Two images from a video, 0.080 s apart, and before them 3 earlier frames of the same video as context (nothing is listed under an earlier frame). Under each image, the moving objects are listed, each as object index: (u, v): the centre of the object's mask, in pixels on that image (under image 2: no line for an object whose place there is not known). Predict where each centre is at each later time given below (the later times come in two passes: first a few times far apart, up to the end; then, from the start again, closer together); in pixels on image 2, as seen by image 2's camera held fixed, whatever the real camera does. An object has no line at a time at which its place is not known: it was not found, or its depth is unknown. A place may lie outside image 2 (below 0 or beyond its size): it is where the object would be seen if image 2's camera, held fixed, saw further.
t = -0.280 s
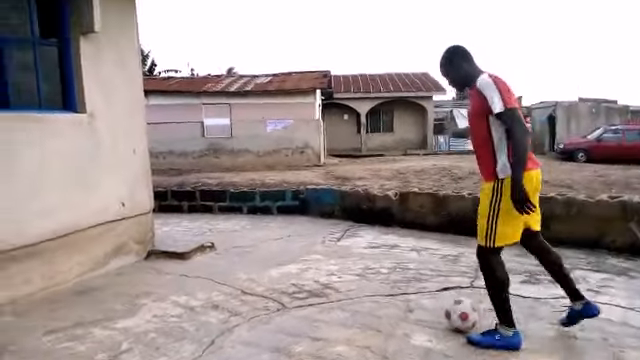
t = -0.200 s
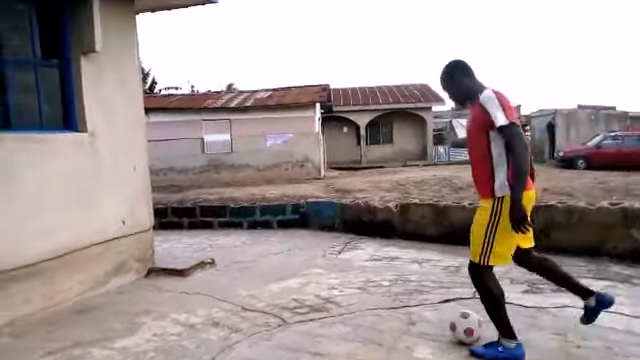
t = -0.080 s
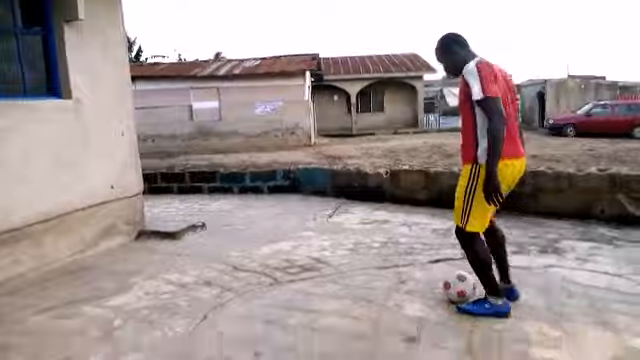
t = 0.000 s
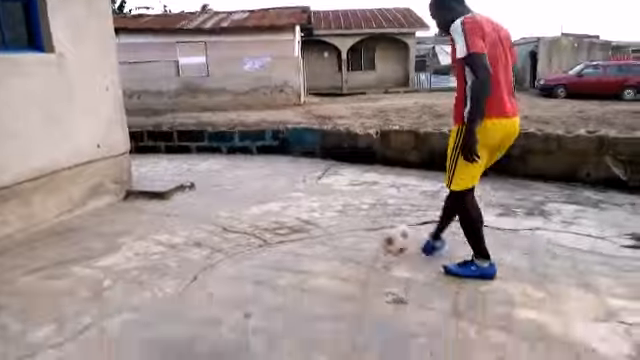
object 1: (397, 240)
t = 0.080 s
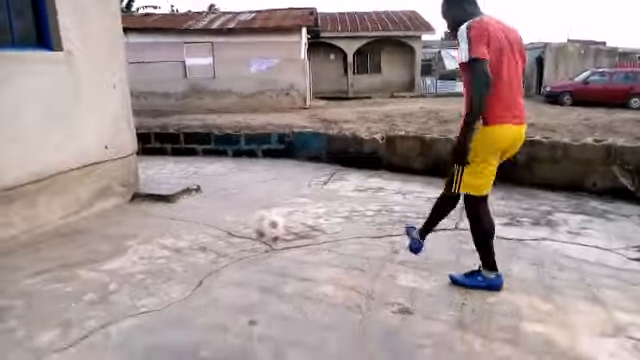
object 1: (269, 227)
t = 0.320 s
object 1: (12, 240)
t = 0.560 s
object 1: (43, 204)
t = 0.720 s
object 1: (85, 216)
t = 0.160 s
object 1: (188, 225)
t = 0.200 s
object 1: (147, 226)
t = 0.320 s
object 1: (12, 240)
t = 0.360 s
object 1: (3, 234)
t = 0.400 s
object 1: (6, 223)
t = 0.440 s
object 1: (13, 217)
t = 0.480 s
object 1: (19, 211)
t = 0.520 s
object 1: (34, 205)
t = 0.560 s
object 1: (43, 204)
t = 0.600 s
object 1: (51, 204)
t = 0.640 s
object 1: (63, 206)
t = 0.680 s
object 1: (72, 210)
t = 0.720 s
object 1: (85, 216)
